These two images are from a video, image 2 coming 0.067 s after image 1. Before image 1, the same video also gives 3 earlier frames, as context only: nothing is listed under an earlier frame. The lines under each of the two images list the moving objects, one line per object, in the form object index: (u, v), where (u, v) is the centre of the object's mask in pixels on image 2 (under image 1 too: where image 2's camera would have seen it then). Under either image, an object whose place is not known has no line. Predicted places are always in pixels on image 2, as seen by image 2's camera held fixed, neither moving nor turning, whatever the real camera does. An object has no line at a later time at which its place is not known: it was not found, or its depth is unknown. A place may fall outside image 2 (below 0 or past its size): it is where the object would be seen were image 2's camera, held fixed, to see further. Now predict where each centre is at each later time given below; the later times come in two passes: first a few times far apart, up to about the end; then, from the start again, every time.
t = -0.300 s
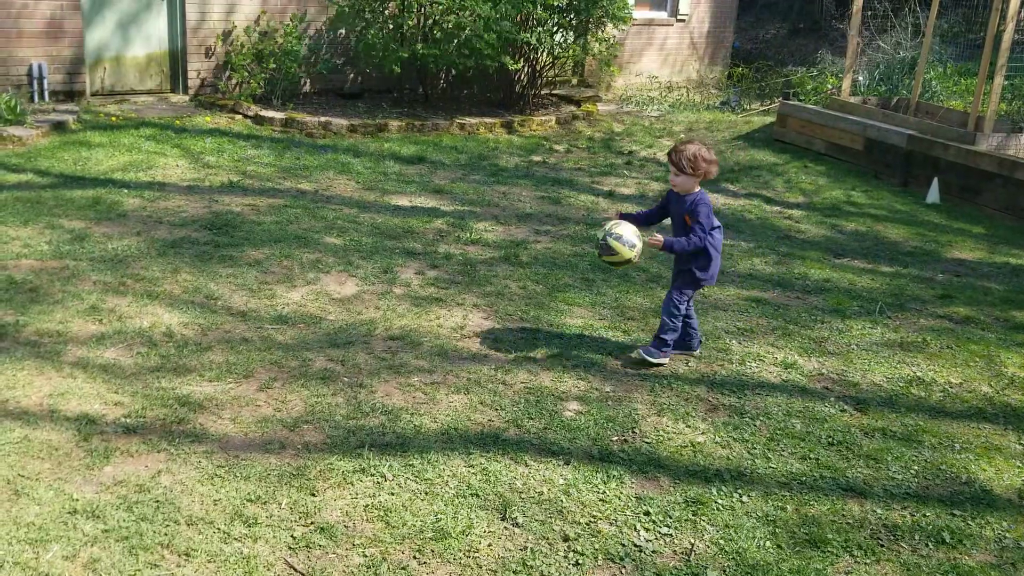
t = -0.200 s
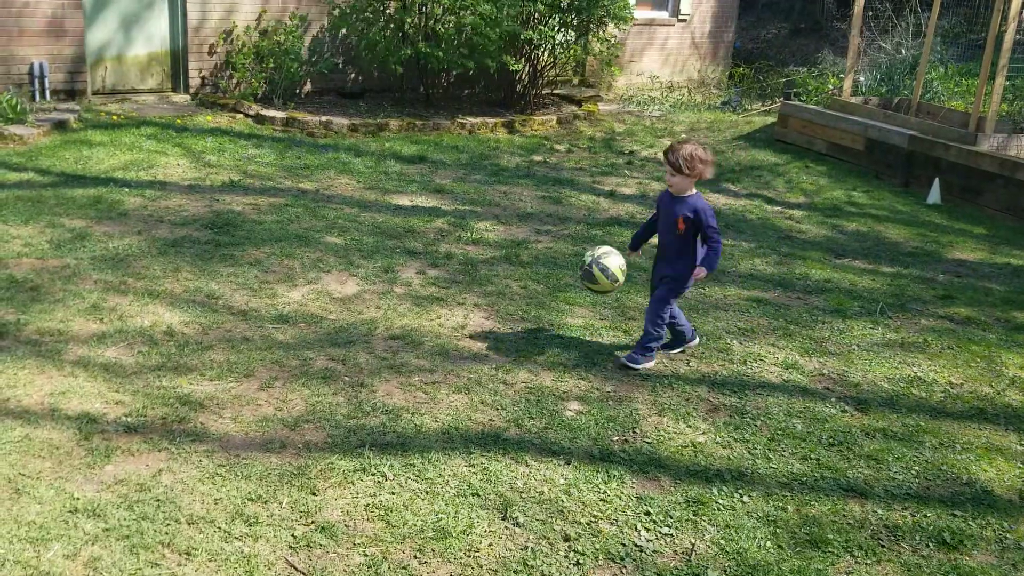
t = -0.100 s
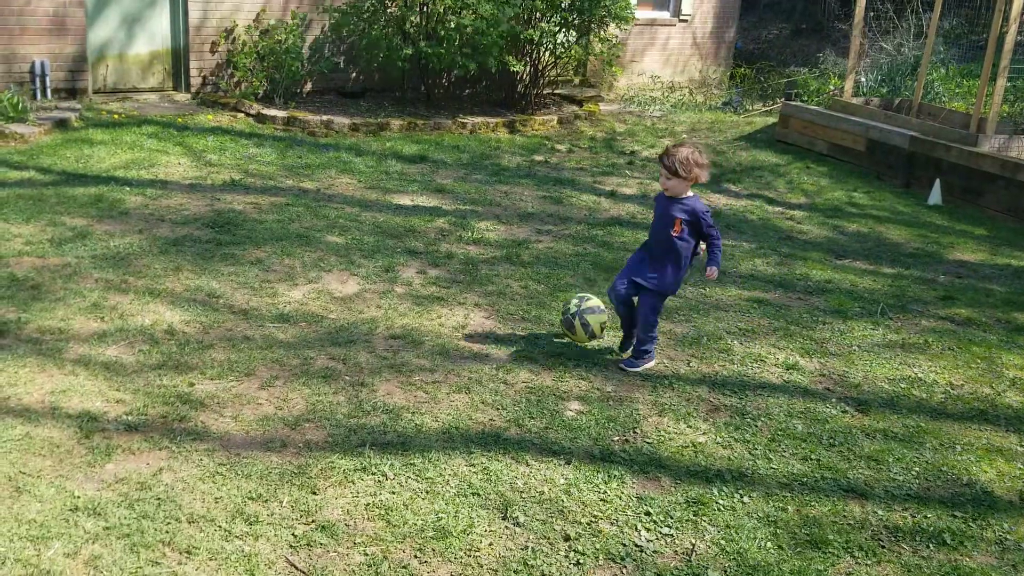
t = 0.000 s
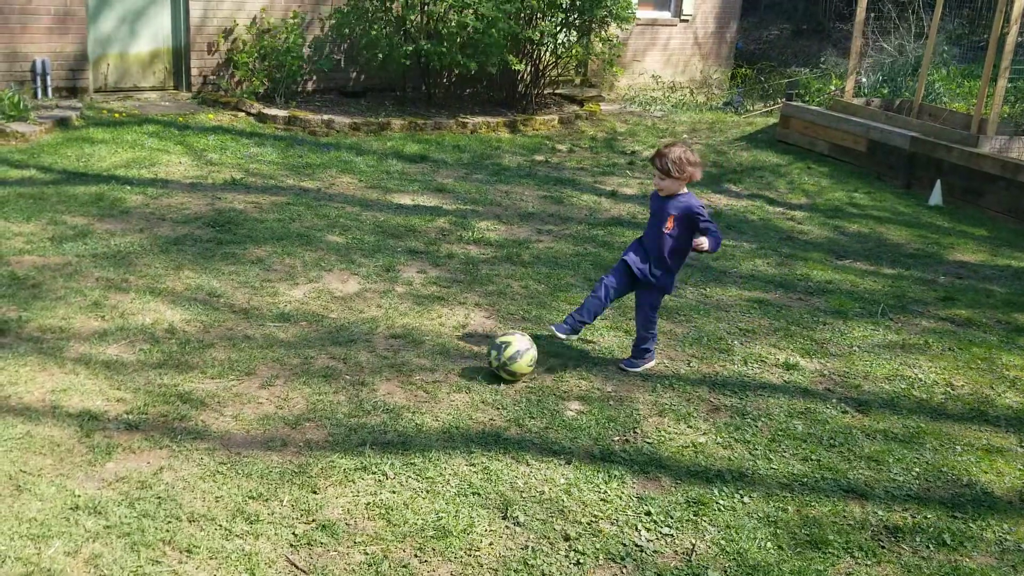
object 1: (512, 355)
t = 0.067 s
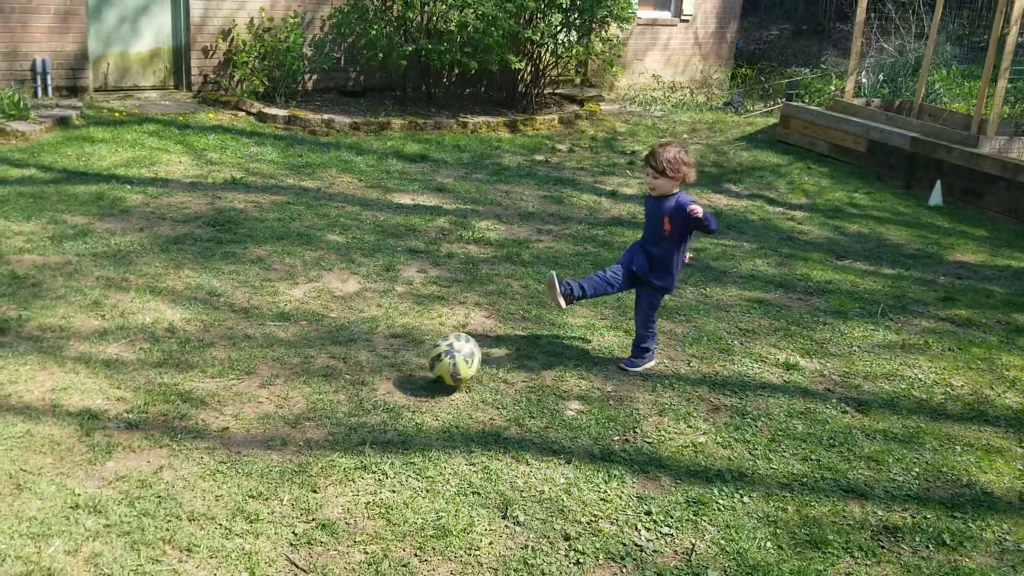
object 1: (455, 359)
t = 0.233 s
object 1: (295, 399)
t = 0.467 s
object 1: (65, 431)
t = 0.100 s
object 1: (424, 365)
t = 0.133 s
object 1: (392, 373)
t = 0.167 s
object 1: (357, 386)
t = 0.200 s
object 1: (324, 396)
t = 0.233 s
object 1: (295, 399)
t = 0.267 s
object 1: (266, 402)
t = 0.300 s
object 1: (236, 409)
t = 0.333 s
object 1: (203, 415)
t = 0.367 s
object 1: (170, 421)
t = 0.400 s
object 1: (136, 430)
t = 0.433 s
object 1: (101, 431)
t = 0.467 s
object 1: (65, 431)
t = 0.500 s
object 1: (29, 434)
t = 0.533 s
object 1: (0, 440)
